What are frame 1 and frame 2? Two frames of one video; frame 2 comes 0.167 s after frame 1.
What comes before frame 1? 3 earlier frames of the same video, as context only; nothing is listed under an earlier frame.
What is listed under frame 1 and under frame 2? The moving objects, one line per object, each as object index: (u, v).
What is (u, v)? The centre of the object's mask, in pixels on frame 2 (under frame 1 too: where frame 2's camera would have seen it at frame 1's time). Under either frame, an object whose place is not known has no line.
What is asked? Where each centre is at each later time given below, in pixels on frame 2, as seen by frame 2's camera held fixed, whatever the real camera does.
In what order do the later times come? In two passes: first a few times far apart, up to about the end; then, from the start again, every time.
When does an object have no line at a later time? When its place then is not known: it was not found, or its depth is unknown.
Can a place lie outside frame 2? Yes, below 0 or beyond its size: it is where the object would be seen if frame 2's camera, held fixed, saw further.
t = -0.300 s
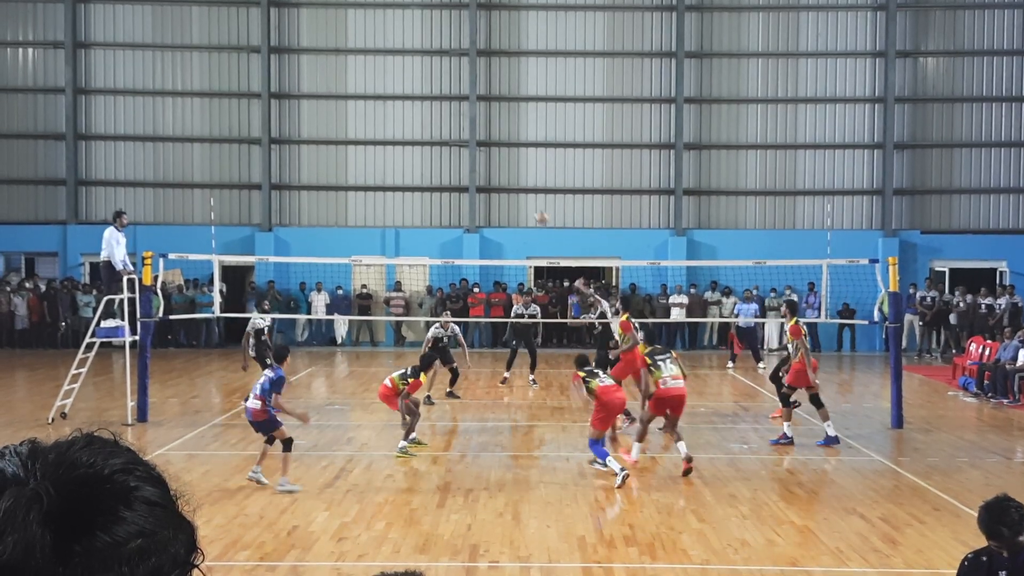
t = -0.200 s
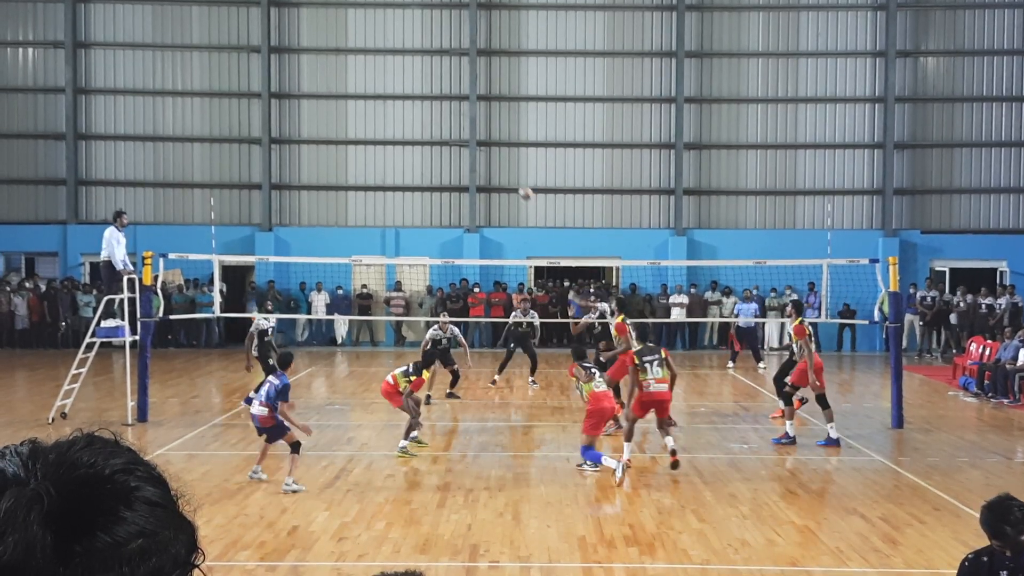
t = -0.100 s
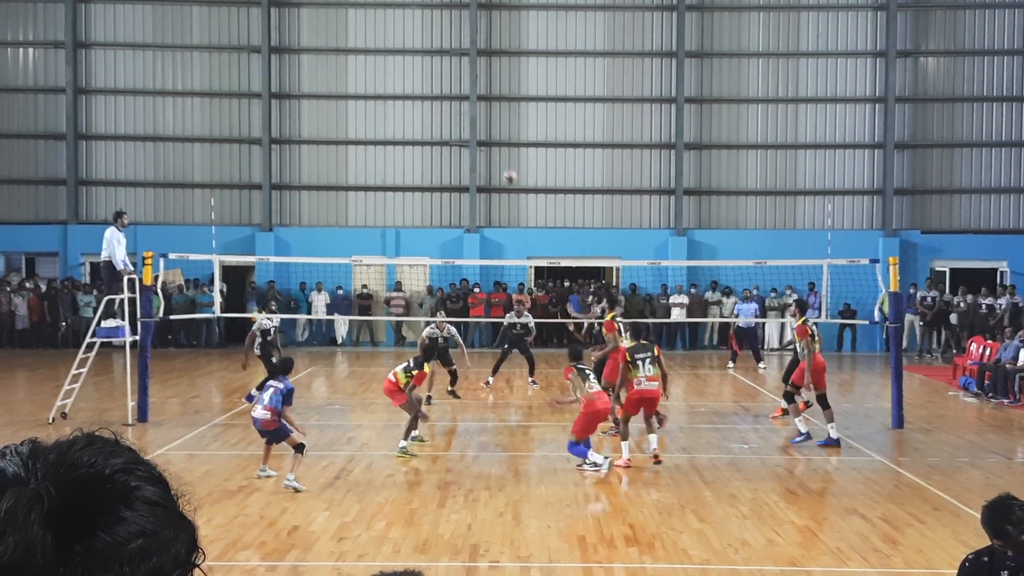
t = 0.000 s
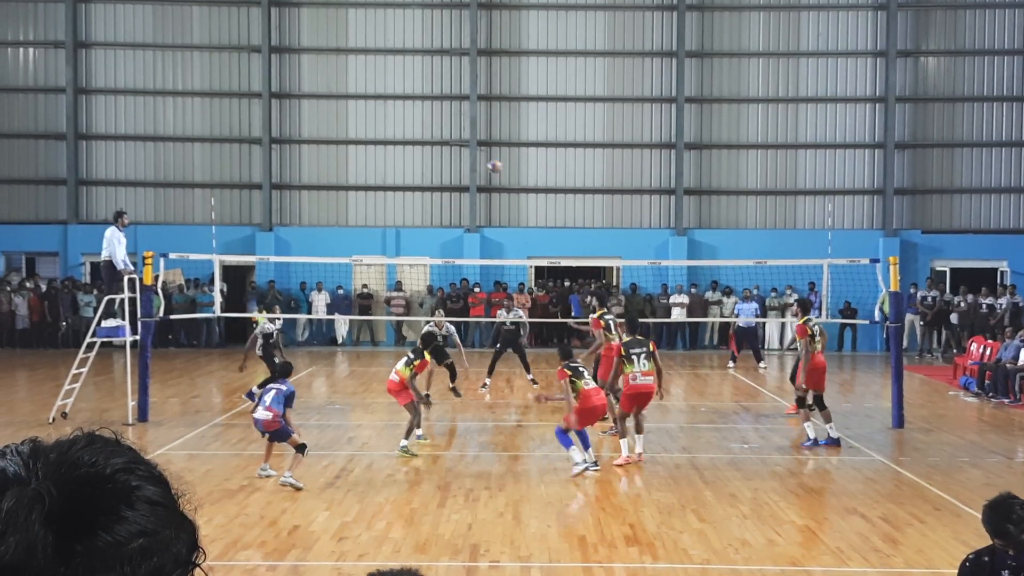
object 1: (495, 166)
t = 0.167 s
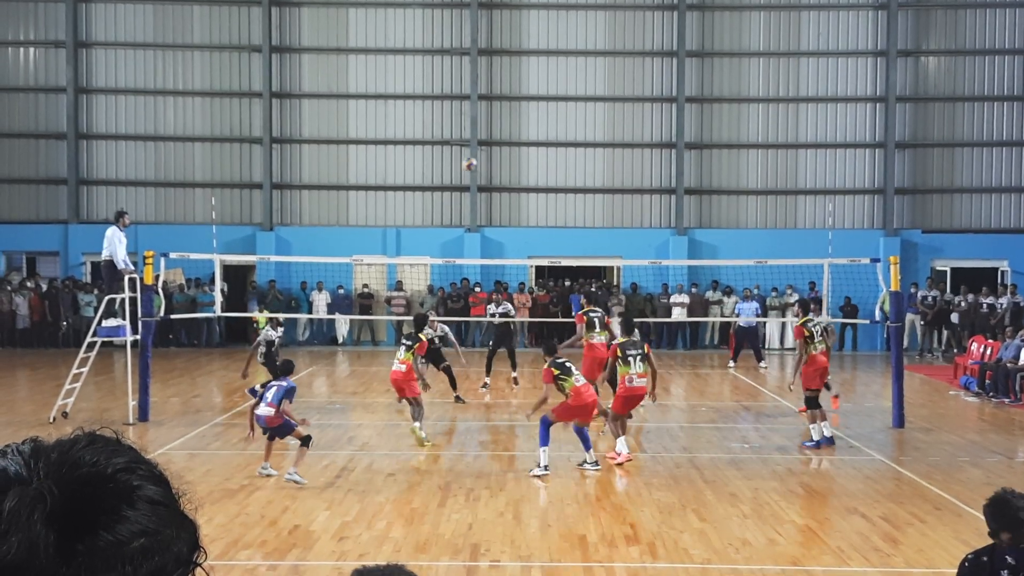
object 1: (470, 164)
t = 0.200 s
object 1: (464, 165)
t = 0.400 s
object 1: (435, 189)
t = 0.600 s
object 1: (406, 235)
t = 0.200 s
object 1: (464, 165)
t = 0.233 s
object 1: (459, 168)
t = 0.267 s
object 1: (454, 171)
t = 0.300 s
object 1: (449, 174)
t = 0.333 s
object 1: (444, 179)
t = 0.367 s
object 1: (440, 183)
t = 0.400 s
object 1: (435, 189)
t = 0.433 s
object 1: (430, 194)
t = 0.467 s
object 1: (425, 202)
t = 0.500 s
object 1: (421, 210)
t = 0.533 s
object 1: (416, 218)
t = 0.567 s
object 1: (411, 226)
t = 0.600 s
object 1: (406, 235)
